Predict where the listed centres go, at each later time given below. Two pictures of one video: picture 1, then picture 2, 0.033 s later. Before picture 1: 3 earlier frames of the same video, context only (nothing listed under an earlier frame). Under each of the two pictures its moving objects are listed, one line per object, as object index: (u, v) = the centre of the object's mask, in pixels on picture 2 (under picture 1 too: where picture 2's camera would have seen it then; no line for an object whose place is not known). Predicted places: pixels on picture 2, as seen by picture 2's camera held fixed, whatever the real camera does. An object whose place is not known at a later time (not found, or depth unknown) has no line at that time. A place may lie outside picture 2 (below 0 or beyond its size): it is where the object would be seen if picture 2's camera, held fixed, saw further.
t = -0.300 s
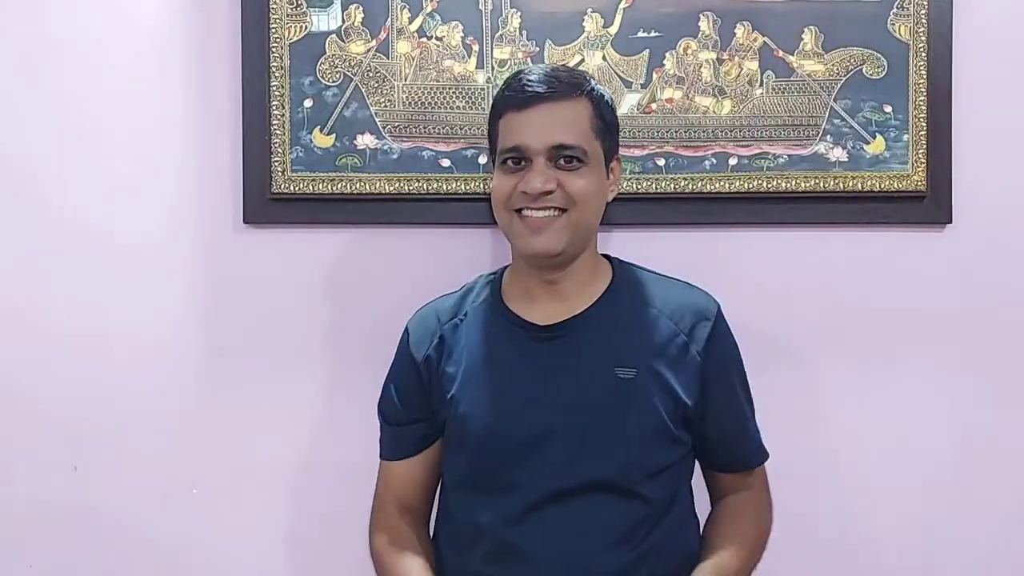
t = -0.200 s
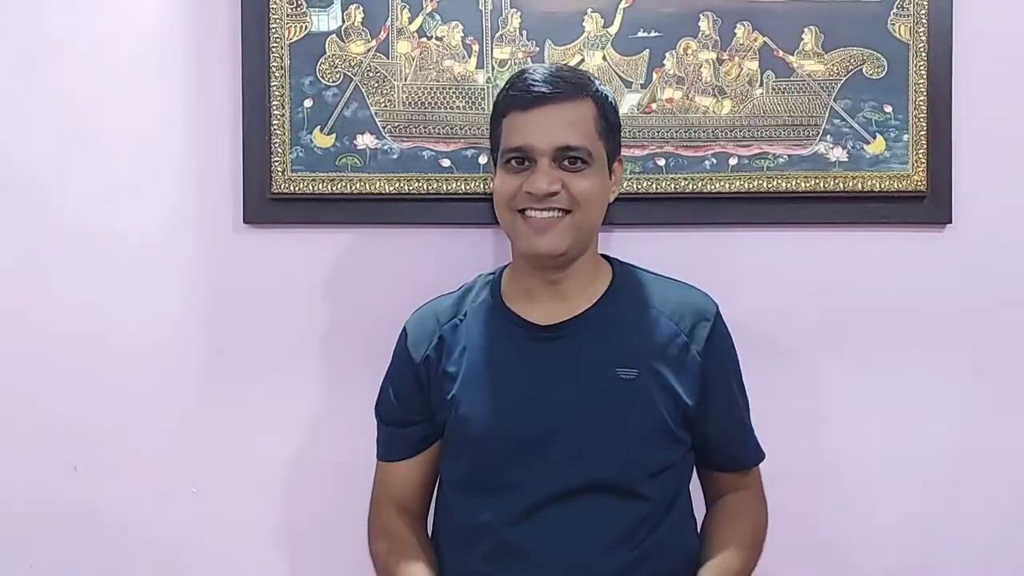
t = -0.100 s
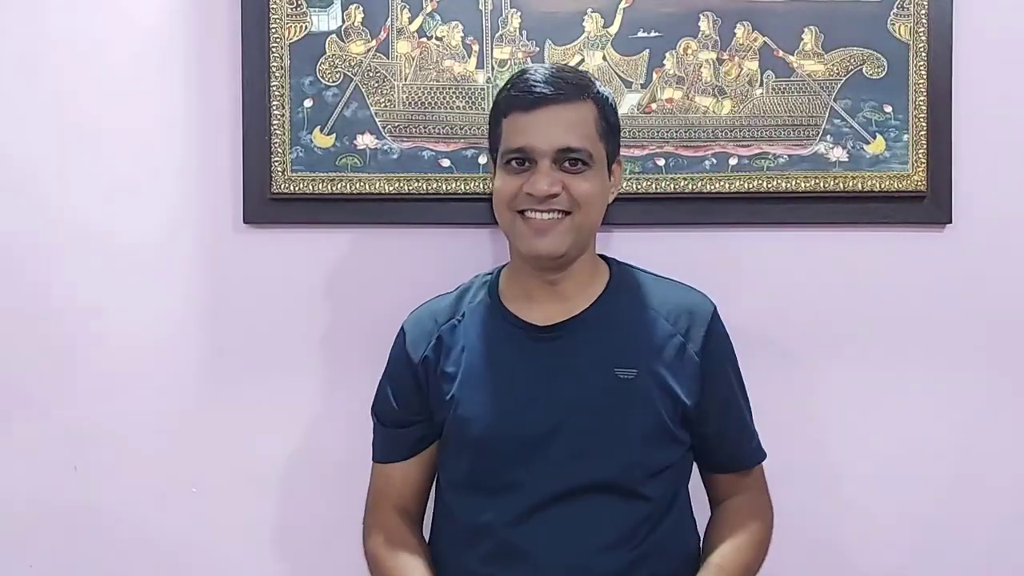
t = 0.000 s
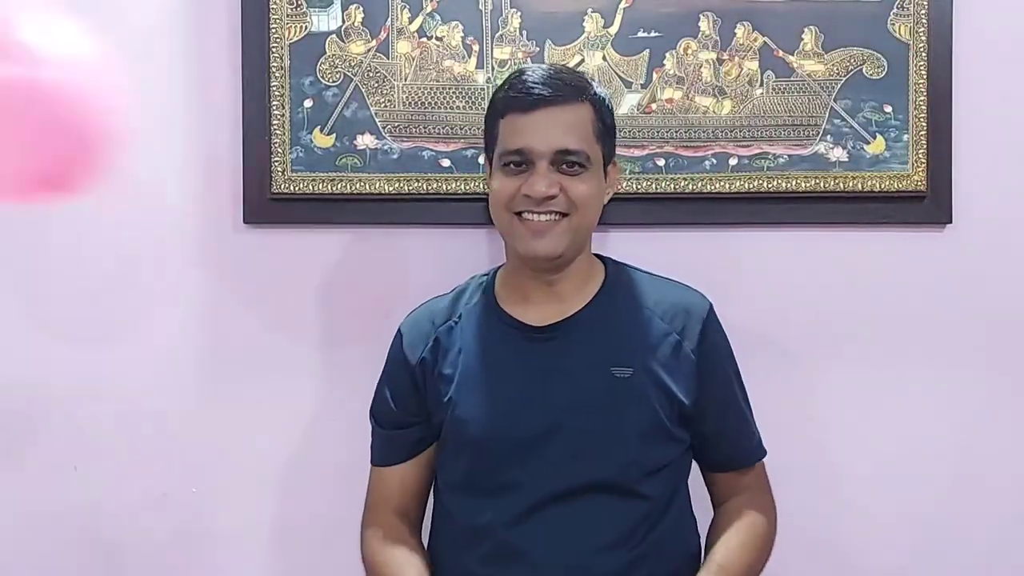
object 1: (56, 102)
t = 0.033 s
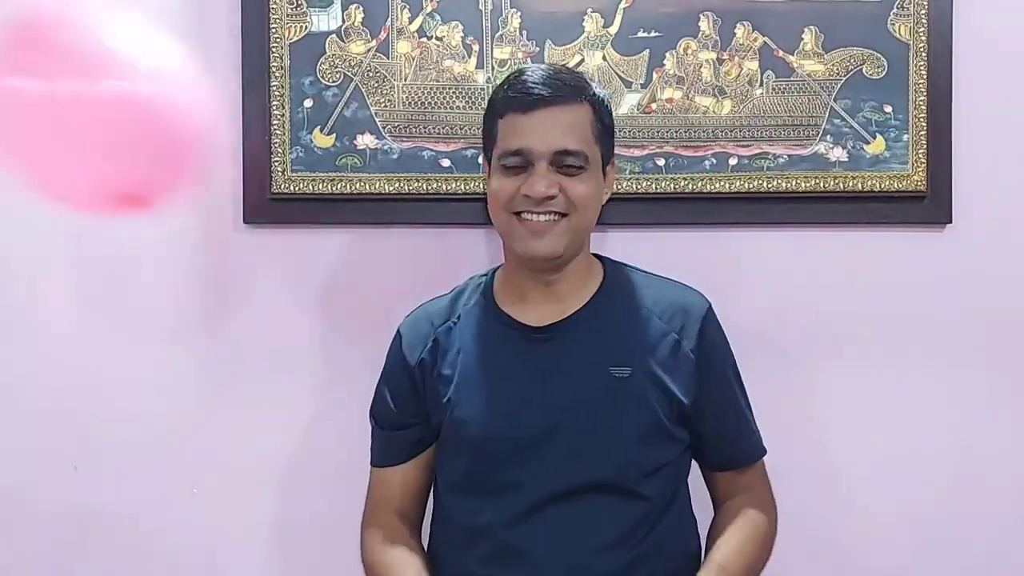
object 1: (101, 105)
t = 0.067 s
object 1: (178, 125)
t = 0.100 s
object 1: (299, 169)
